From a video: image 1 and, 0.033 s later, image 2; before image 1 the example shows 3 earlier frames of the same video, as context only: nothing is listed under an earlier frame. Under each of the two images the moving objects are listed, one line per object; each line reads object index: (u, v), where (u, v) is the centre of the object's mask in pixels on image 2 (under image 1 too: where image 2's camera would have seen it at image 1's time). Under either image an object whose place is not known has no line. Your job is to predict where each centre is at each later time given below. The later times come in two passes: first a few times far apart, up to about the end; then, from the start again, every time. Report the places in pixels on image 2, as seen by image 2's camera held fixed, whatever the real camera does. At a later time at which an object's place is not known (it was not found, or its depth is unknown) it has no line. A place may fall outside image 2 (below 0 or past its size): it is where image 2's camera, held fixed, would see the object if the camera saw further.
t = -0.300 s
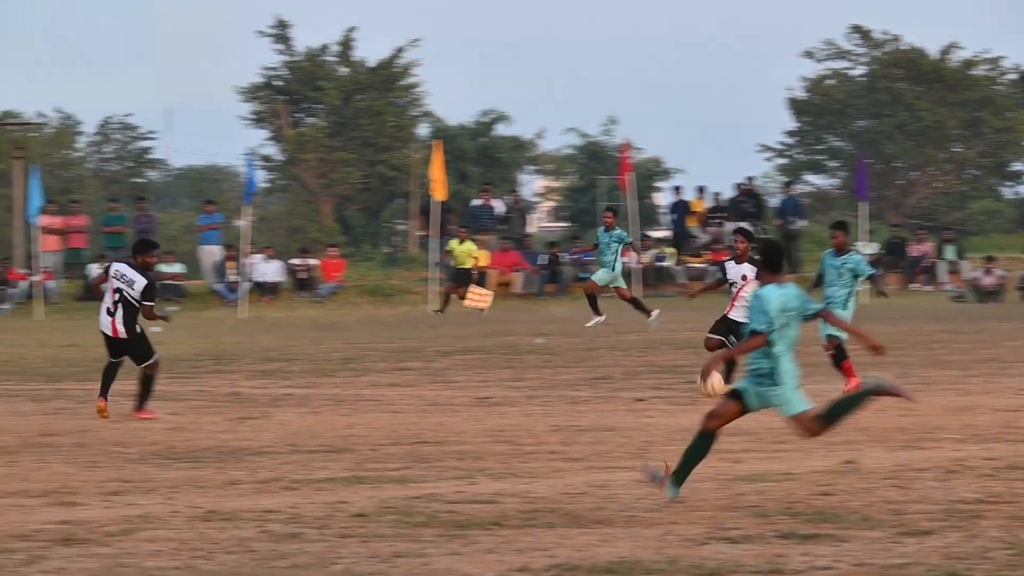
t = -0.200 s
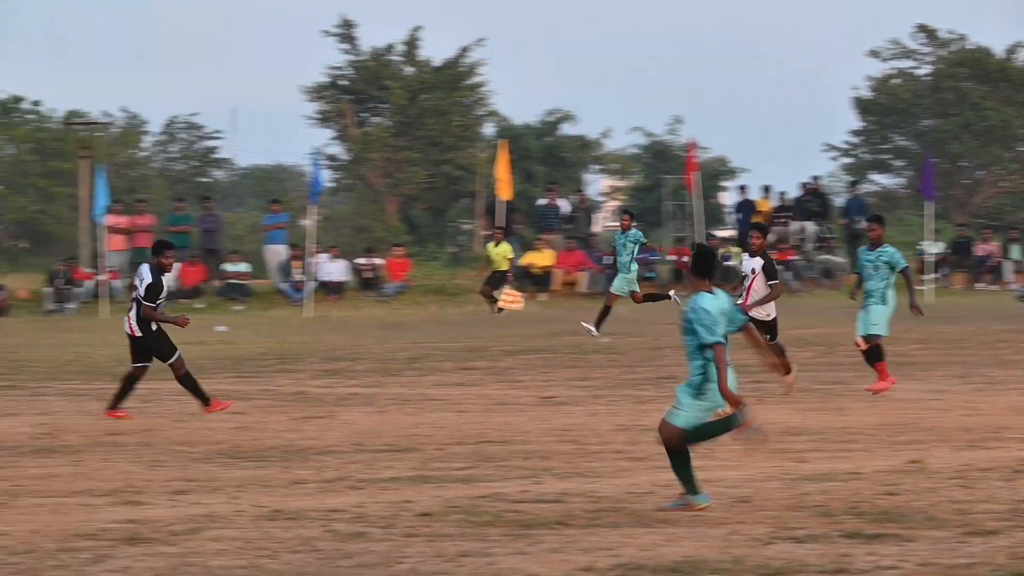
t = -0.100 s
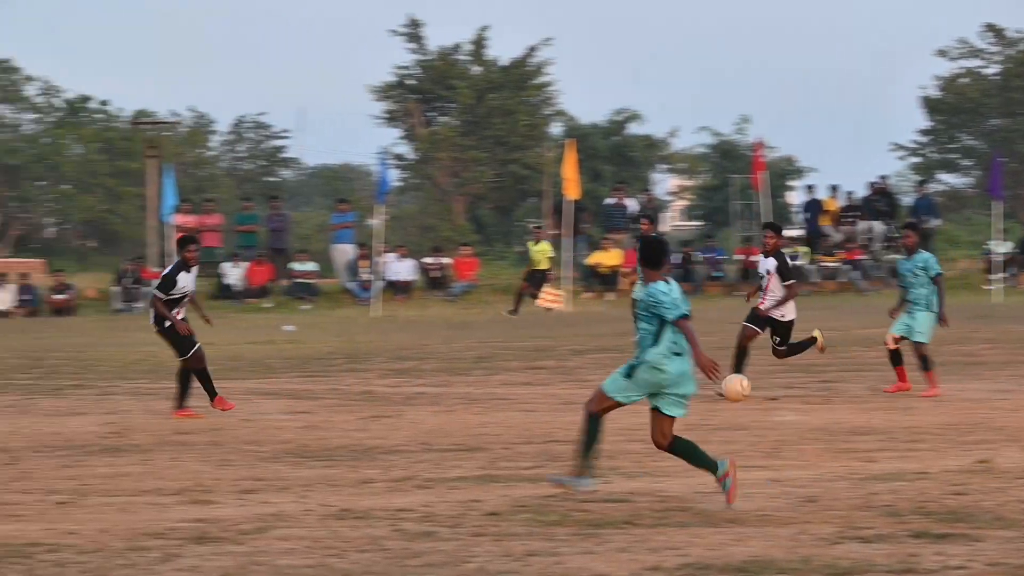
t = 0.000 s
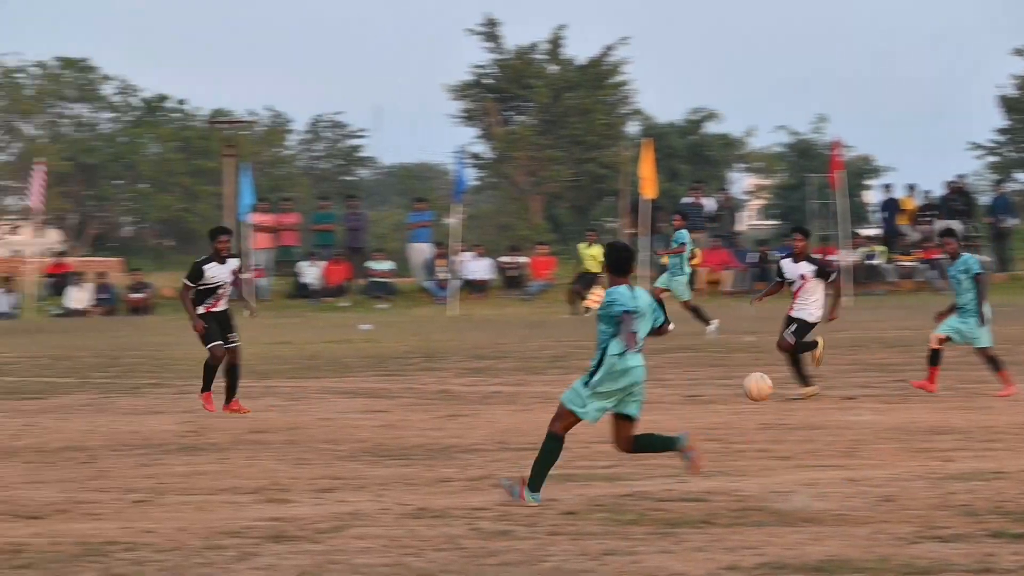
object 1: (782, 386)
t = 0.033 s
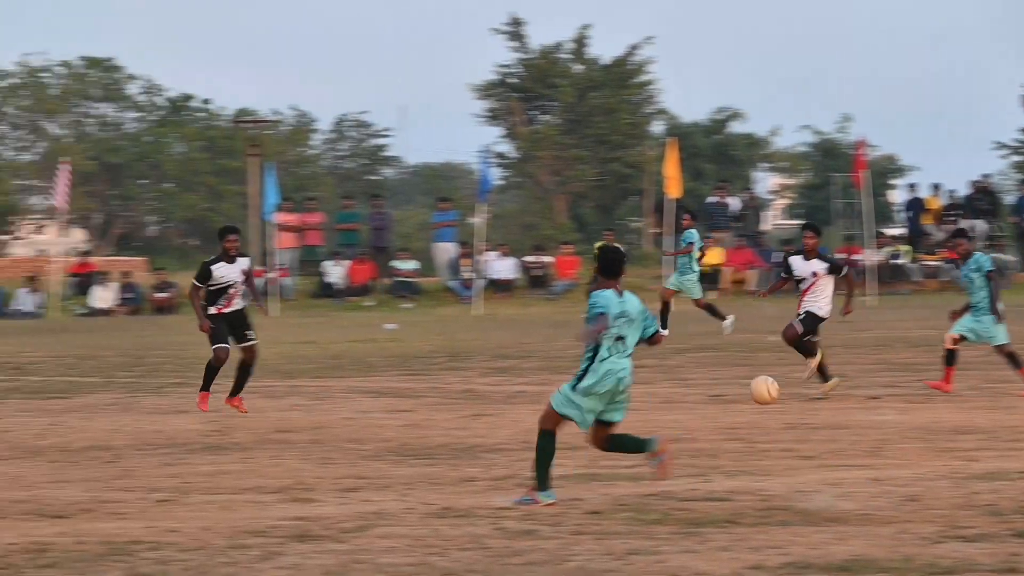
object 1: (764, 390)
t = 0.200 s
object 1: (670, 416)
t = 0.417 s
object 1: (543, 397)
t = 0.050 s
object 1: (755, 392)
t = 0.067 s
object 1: (746, 394)
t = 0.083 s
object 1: (736, 397)
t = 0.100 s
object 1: (727, 401)
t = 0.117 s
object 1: (717, 405)
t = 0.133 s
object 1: (708, 409)
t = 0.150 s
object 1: (698, 413)
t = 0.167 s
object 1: (689, 419)
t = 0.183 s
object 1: (680, 421)
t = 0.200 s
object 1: (670, 416)
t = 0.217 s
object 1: (661, 412)
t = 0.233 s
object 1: (651, 409)
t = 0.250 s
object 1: (642, 406)
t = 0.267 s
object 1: (632, 403)
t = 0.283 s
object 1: (622, 400)
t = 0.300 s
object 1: (612, 398)
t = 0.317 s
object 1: (602, 397)
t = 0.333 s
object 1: (592, 396)
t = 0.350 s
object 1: (583, 396)
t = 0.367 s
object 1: (573, 395)
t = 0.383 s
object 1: (563, 395)
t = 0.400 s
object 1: (553, 395)
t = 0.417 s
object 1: (543, 397)
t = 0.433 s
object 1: (533, 399)
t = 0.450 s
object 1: (523, 400)
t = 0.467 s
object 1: (512, 402)
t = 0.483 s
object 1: (502, 406)
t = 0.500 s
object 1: (491, 410)
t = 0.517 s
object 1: (482, 414)
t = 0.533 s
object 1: (471, 418)
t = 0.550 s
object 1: (461, 423)
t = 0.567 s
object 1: (450, 429)
